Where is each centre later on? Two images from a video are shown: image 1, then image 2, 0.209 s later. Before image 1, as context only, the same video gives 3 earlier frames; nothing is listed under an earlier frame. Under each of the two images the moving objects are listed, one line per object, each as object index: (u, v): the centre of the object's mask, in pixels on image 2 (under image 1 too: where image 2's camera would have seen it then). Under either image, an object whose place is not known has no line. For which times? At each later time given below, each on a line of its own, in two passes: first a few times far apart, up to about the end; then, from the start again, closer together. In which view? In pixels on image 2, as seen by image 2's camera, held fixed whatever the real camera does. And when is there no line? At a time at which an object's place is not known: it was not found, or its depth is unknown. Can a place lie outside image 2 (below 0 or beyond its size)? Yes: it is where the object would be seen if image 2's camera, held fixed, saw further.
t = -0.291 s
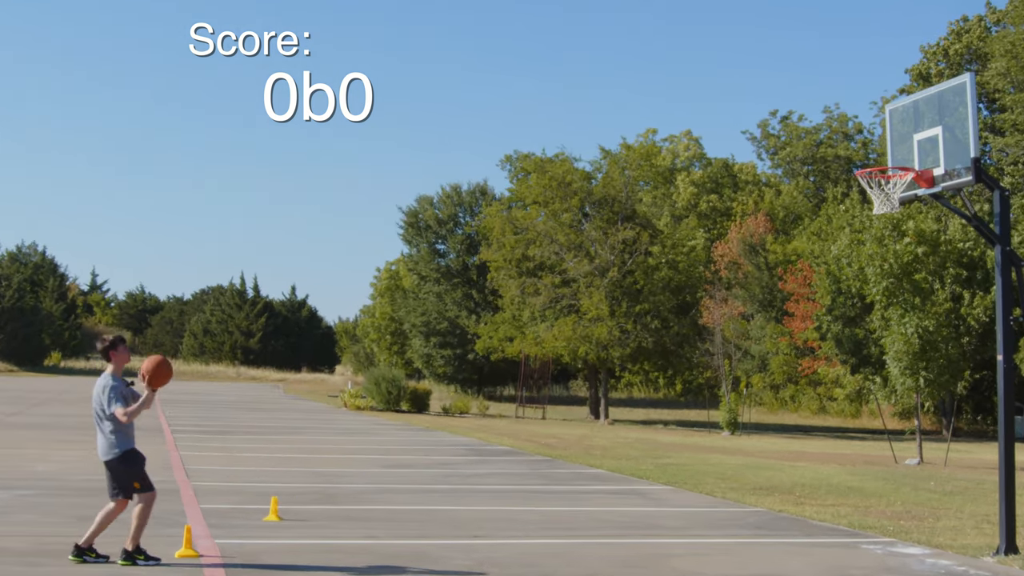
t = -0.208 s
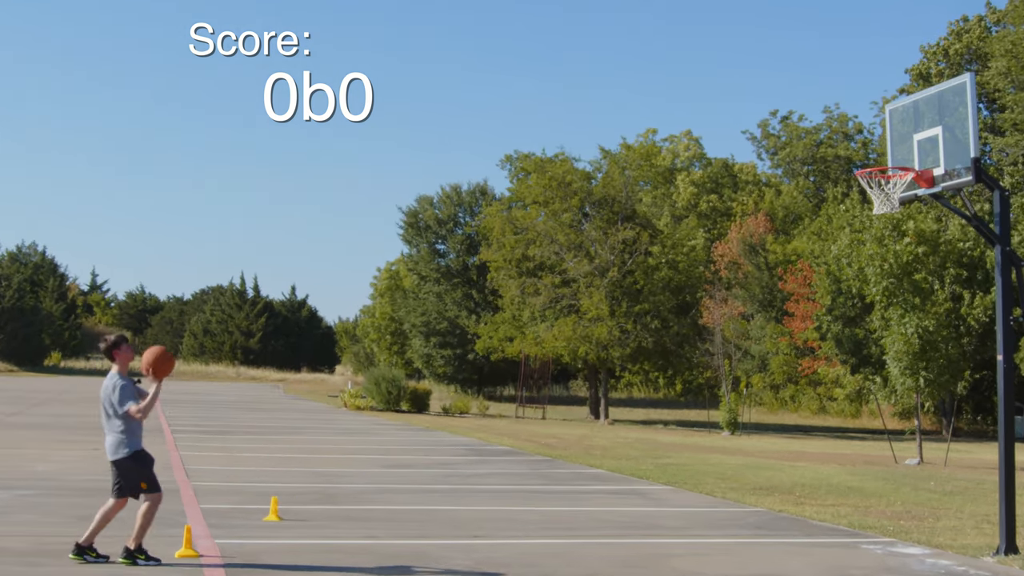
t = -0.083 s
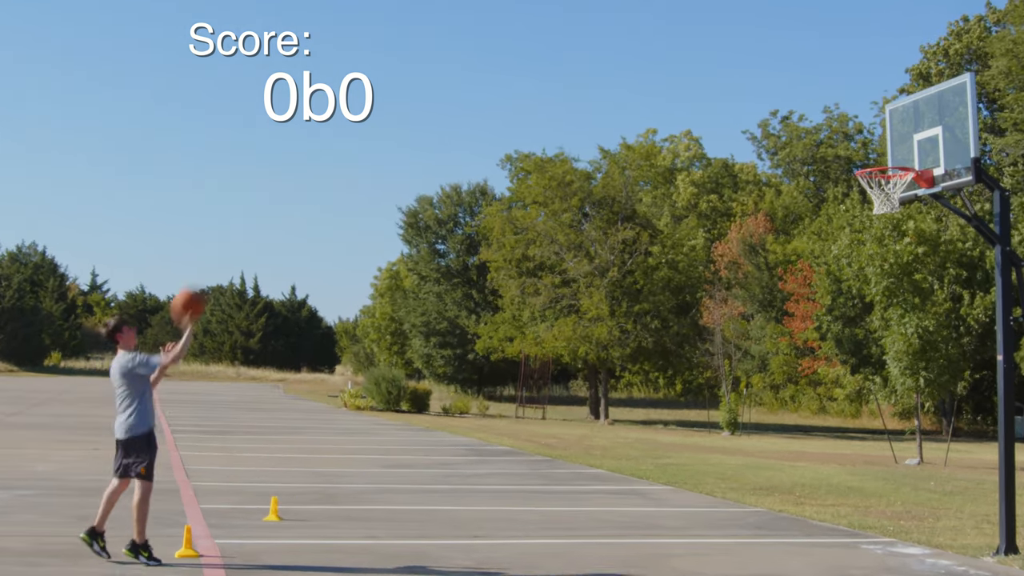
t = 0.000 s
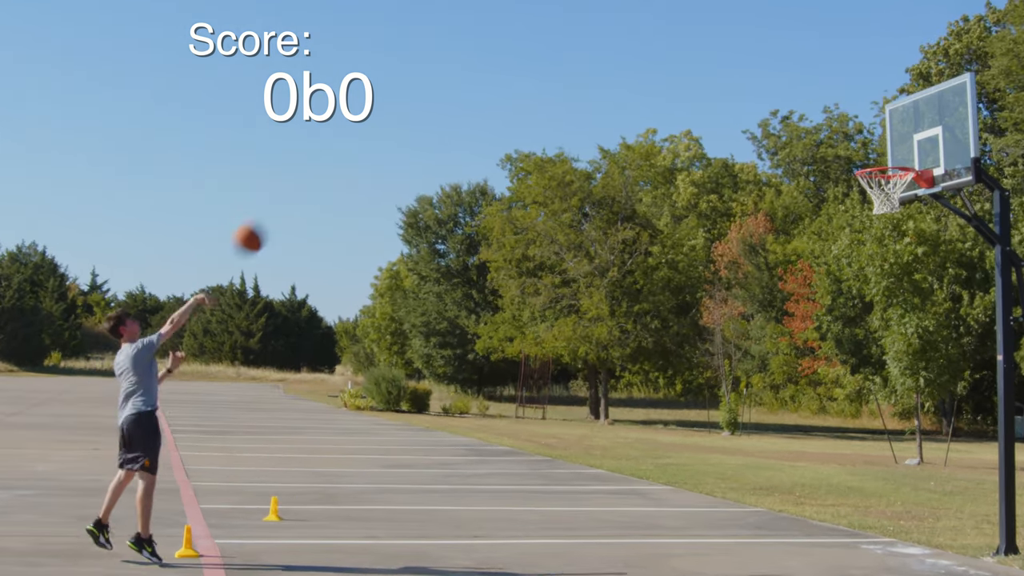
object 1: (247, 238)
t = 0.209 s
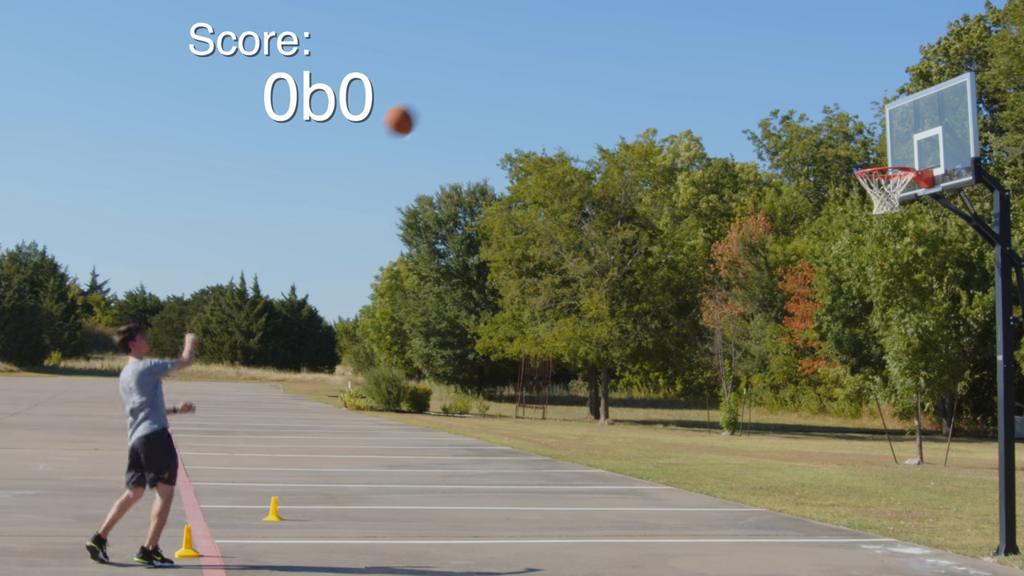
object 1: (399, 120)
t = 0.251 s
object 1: (428, 104)
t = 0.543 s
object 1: (624, 55)
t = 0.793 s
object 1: (782, 97)
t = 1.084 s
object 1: (902, 189)
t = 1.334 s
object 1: (870, 190)
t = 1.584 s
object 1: (885, 206)
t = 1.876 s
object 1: (914, 296)
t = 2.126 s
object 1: (937, 453)
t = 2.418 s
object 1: (962, 436)
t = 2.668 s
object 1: (982, 348)
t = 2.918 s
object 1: (960, 346)
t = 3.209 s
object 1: (935, 433)
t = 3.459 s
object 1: (920, 511)
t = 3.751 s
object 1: (929, 411)
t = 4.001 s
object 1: (934, 404)
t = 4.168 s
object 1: (937, 439)
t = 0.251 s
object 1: (428, 104)
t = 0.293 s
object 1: (457, 90)
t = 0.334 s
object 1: (486, 78)
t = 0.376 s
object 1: (514, 69)
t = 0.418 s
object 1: (542, 63)
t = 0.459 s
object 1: (570, 58)
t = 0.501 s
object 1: (597, 56)
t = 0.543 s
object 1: (624, 55)
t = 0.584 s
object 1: (651, 57)
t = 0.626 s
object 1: (677, 61)
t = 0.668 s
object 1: (704, 67)
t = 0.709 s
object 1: (730, 75)
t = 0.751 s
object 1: (756, 85)
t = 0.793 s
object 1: (782, 97)
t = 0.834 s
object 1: (806, 110)
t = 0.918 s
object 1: (855, 146)
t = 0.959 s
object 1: (878, 161)
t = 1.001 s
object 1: (904, 187)
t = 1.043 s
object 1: (907, 189)
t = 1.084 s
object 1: (902, 189)
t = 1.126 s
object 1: (893, 189)
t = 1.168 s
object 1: (886, 192)
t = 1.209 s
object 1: (879, 194)
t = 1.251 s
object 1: (874, 195)
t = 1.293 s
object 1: (871, 193)
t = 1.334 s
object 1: (870, 190)
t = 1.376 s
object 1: (870, 189)
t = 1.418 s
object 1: (871, 189)
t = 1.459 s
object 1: (873, 190)
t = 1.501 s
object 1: (876, 193)
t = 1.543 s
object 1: (880, 200)
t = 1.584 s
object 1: (885, 206)
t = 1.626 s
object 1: (891, 218)
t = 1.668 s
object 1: (894, 223)
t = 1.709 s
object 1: (898, 232)
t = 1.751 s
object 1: (901, 246)
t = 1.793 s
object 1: (905, 261)
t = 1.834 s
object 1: (910, 278)
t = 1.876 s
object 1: (914, 296)
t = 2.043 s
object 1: (930, 393)
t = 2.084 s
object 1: (934, 422)
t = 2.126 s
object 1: (937, 453)
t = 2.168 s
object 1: (941, 487)
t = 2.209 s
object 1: (945, 523)
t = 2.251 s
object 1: (948, 539)
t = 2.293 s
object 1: (952, 510)
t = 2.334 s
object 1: (956, 484)
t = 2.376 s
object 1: (959, 460)
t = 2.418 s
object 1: (962, 436)
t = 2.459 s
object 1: (965, 417)
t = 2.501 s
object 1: (969, 399)
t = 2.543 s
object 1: (972, 384)
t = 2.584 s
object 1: (976, 370)
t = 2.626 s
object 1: (979, 358)
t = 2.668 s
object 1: (982, 348)
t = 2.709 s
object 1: (980, 342)
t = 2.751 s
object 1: (975, 339)
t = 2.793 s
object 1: (972, 338)
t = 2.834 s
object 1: (968, 338)
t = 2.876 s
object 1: (964, 341)
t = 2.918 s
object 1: (960, 346)
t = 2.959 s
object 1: (957, 352)
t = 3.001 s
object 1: (954, 360)
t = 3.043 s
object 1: (950, 371)
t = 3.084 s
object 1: (946, 384)
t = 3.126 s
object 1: (942, 399)
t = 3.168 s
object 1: (938, 415)
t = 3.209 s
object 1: (935, 433)
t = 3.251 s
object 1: (932, 455)
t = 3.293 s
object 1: (927, 478)
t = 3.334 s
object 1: (923, 504)
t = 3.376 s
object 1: (919, 531)
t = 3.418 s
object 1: (919, 532)
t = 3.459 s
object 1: (920, 511)
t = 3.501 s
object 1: (921, 491)
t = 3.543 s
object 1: (923, 472)
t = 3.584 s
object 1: (924, 456)
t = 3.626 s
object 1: (925, 441)
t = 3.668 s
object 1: (927, 429)
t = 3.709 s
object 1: (927, 420)
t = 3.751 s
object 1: (929, 411)
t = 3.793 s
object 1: (929, 405)
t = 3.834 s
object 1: (930, 401)
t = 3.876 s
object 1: (931, 399)
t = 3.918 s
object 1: (932, 399)
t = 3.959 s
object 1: (933, 401)
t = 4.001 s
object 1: (934, 404)
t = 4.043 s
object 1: (935, 410)
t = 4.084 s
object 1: (936, 418)
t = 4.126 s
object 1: (937, 428)
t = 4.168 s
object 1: (937, 439)
